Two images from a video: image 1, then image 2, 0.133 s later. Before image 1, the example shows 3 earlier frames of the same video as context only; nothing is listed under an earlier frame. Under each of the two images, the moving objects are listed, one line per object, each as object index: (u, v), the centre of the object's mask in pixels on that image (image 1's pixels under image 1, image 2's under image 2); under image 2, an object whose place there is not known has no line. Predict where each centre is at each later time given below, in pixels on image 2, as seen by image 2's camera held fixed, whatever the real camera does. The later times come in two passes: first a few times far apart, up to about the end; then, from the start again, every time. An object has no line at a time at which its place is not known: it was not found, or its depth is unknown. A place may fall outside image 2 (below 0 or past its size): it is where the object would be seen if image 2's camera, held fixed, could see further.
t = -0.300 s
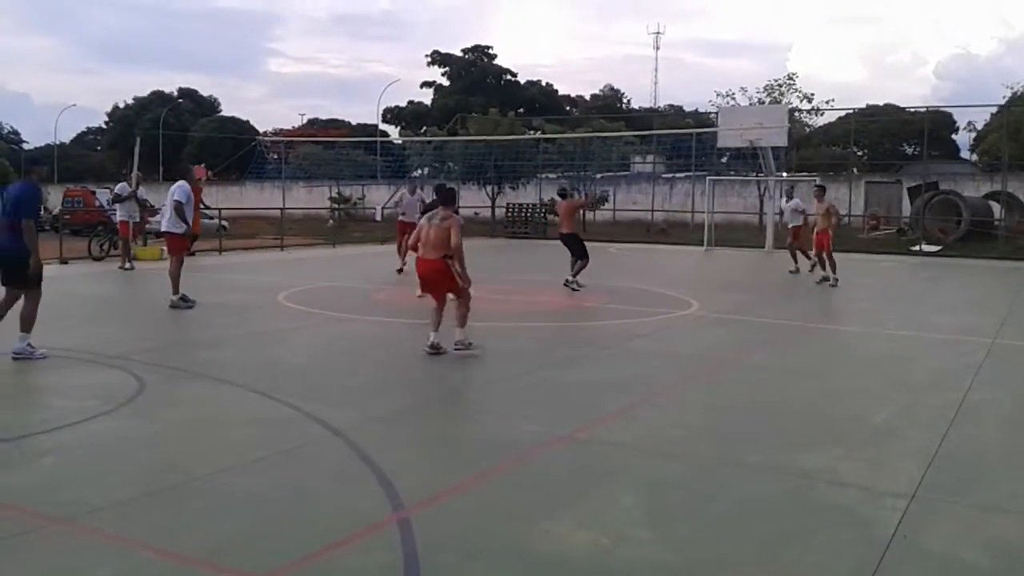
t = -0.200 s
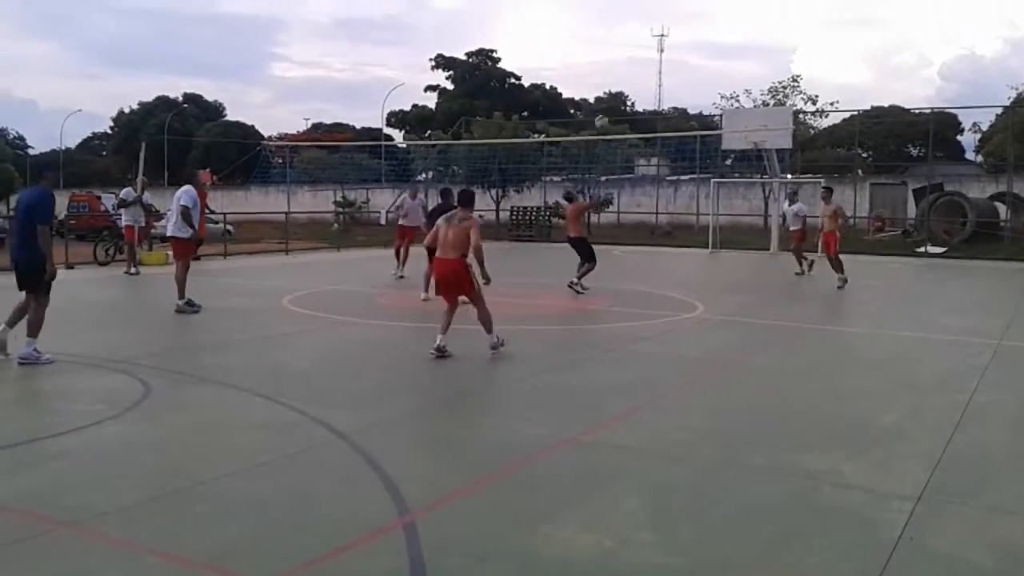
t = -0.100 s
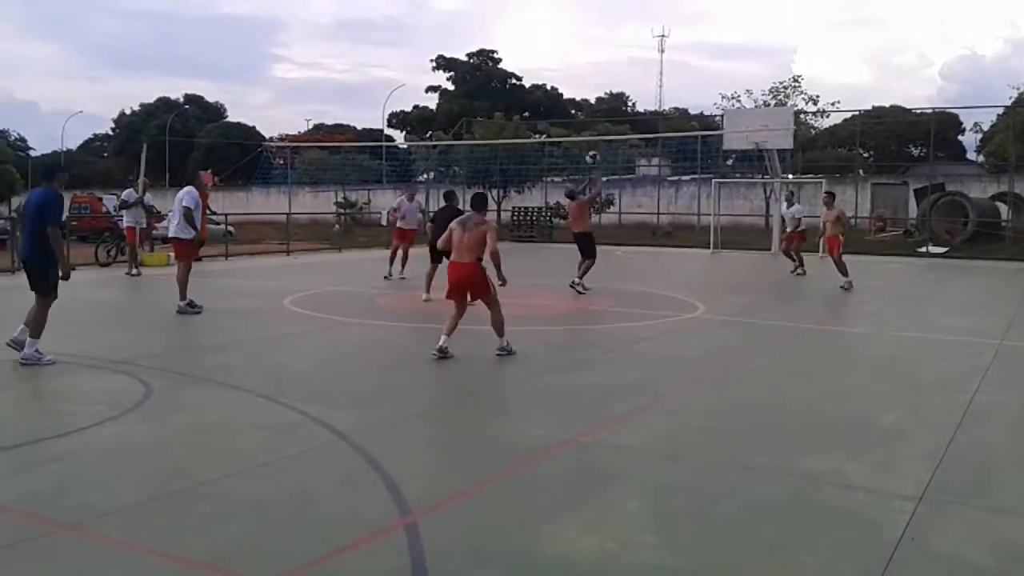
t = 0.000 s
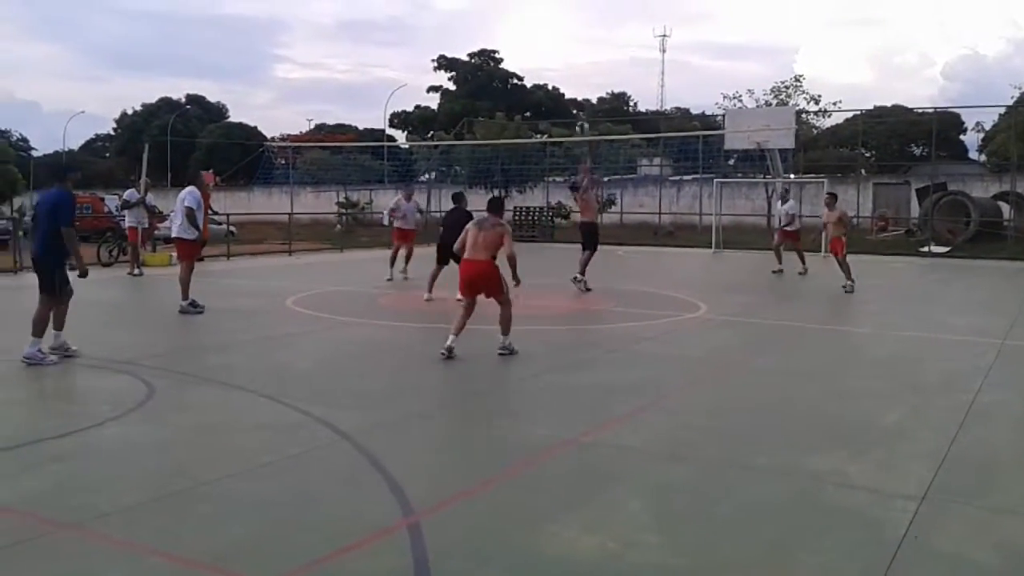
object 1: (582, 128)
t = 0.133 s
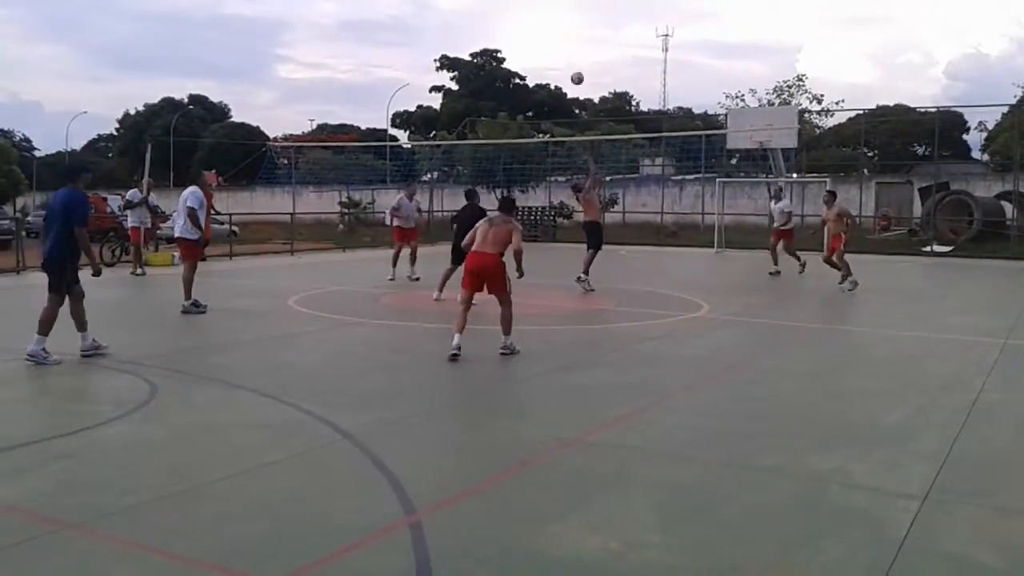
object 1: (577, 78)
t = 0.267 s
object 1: (569, 40)
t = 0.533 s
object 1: (553, 2)
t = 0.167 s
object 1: (575, 68)
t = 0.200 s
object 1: (573, 58)
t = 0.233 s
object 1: (571, 49)
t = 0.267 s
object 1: (569, 40)
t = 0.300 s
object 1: (567, 33)
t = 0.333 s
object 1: (565, 26)
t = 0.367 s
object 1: (563, 20)
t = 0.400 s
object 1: (561, 14)
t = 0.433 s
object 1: (559, 10)
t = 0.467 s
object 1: (556, 6)
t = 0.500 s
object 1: (555, 4)
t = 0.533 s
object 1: (553, 2)
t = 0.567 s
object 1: (550, 1)
